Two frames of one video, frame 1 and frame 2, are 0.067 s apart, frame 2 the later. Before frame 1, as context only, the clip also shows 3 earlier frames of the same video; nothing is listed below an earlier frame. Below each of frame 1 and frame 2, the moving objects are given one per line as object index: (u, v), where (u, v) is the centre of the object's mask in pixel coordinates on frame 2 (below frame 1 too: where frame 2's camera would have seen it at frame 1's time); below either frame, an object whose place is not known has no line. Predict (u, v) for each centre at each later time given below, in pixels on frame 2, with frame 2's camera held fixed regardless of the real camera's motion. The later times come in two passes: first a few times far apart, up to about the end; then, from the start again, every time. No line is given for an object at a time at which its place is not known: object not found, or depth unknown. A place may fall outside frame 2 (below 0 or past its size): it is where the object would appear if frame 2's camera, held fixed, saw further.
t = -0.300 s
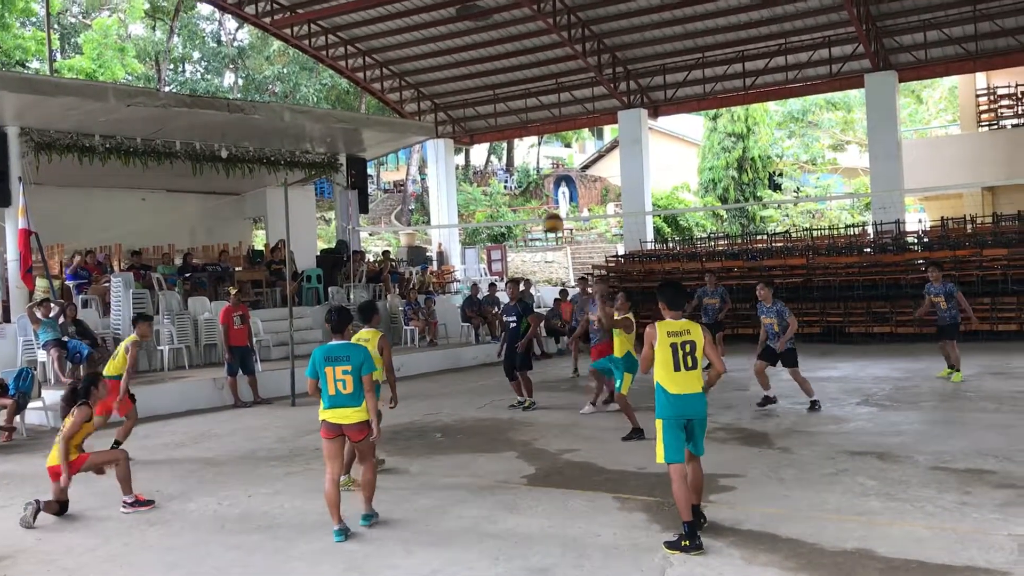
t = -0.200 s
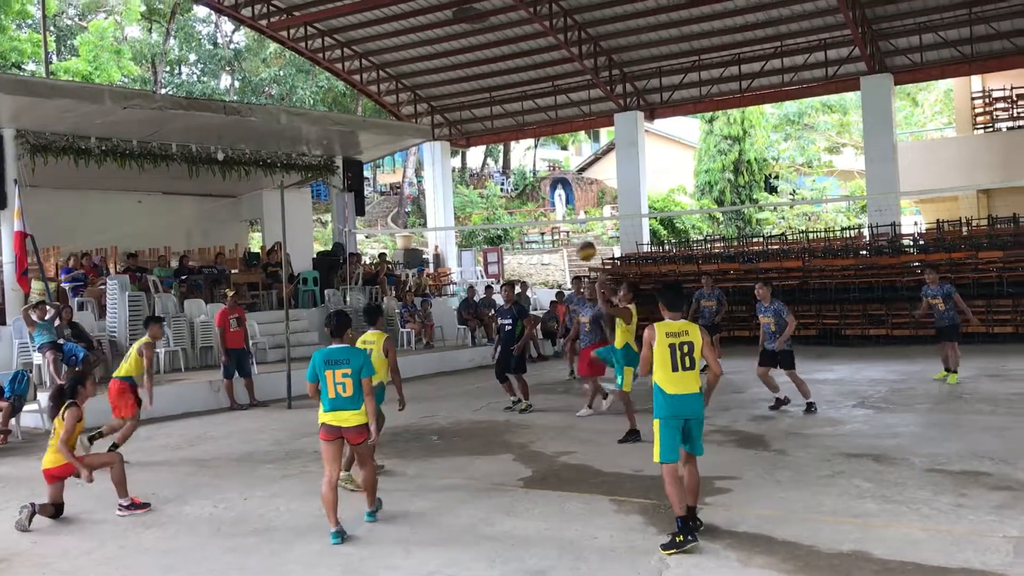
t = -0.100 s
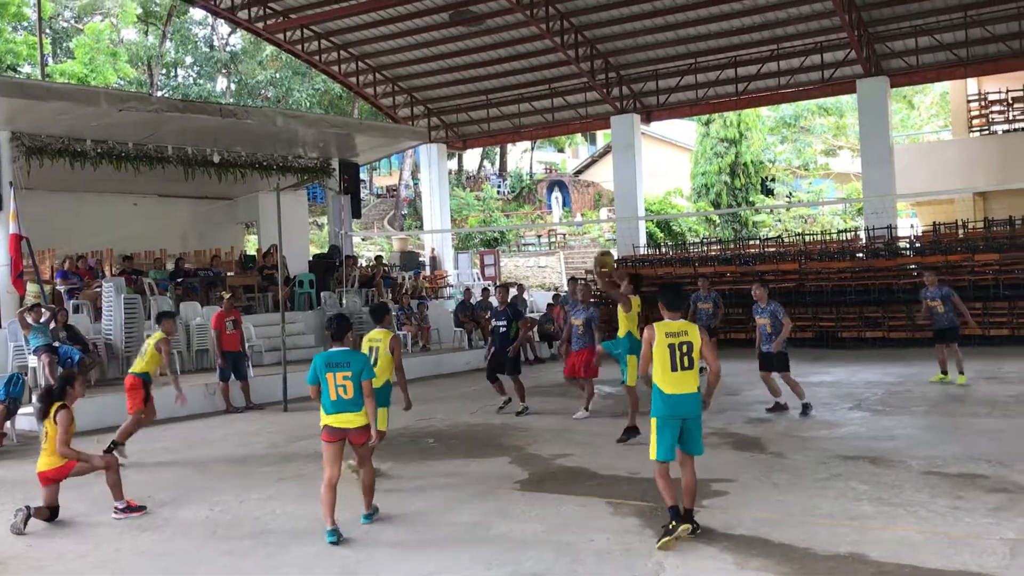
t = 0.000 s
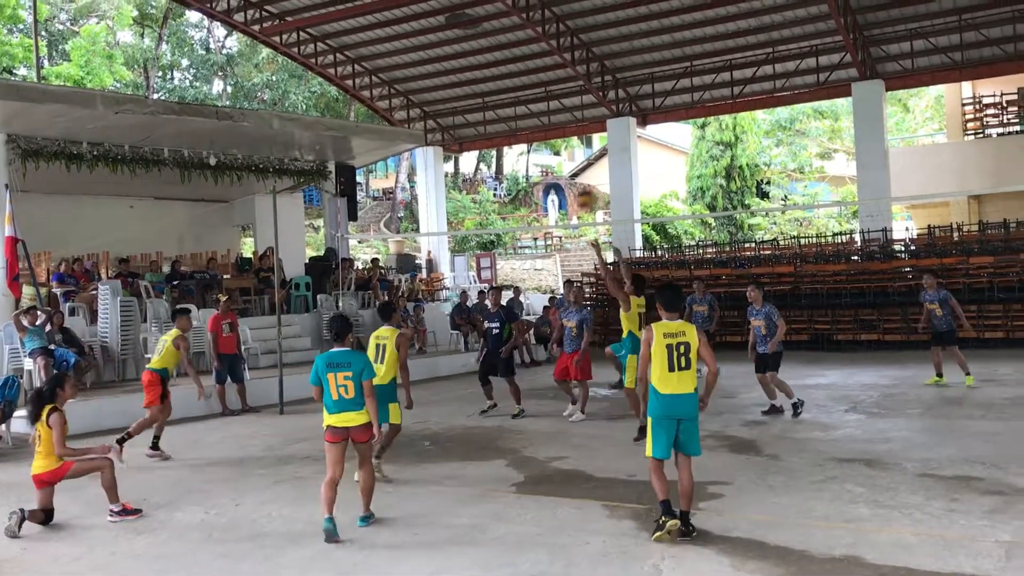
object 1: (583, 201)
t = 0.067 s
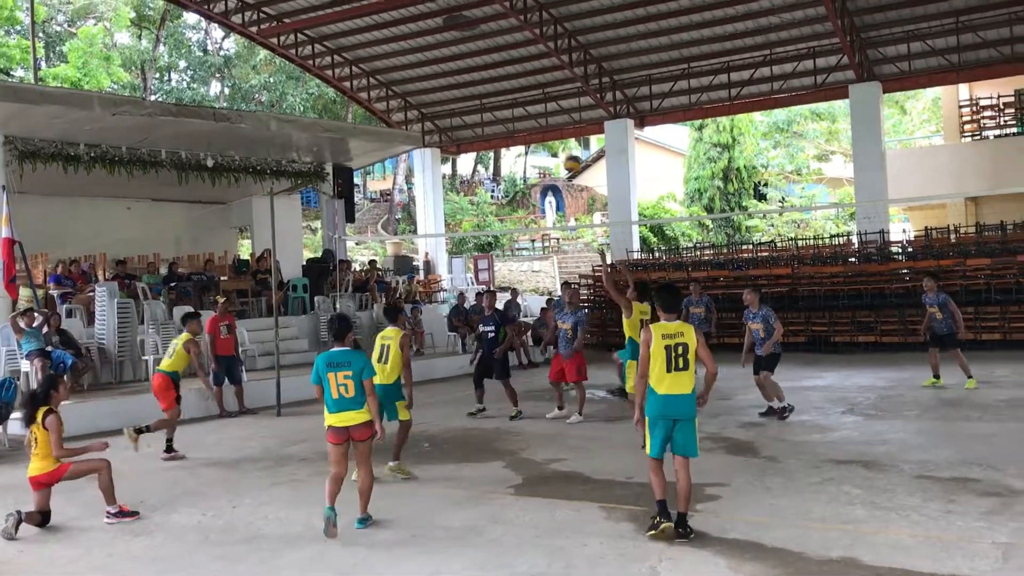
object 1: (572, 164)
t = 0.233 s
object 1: (551, 94)
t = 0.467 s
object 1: (523, 39)
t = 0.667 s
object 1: (503, 34)
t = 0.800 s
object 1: (491, 50)
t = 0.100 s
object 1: (568, 148)
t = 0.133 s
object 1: (564, 133)
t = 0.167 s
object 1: (559, 119)
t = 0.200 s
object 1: (554, 106)
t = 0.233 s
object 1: (551, 94)
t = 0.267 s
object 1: (546, 82)
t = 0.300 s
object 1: (542, 71)
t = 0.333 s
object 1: (538, 64)
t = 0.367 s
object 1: (535, 55)
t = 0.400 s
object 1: (531, 49)
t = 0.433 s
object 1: (527, 43)
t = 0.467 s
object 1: (523, 39)
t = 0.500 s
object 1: (520, 36)
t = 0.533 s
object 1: (516, 33)
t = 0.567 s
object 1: (513, 32)
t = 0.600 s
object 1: (510, 32)
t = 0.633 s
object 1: (506, 32)
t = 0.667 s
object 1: (503, 34)
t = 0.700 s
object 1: (500, 37)
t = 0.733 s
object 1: (497, 40)
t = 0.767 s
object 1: (493, 45)
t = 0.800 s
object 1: (491, 50)
